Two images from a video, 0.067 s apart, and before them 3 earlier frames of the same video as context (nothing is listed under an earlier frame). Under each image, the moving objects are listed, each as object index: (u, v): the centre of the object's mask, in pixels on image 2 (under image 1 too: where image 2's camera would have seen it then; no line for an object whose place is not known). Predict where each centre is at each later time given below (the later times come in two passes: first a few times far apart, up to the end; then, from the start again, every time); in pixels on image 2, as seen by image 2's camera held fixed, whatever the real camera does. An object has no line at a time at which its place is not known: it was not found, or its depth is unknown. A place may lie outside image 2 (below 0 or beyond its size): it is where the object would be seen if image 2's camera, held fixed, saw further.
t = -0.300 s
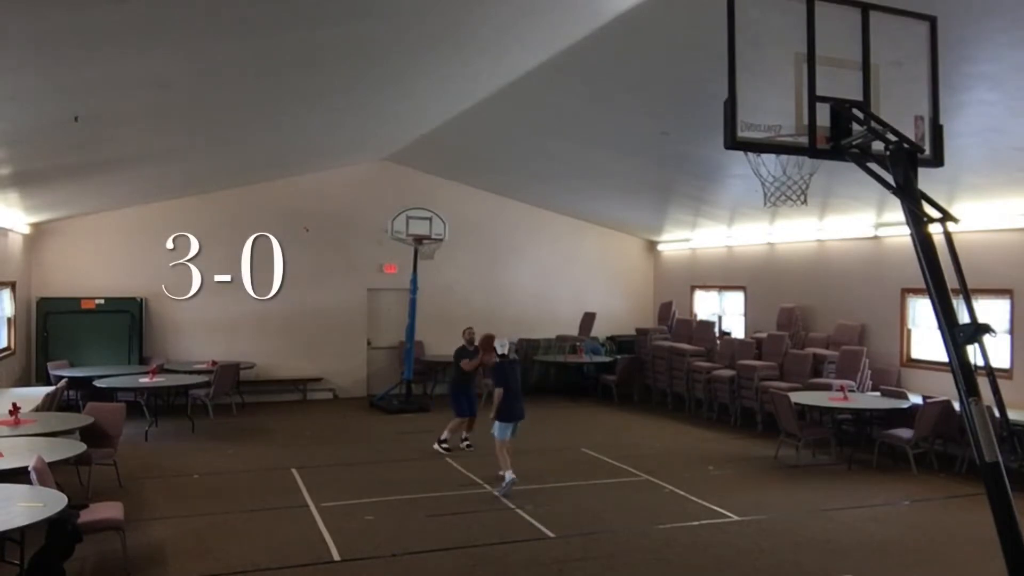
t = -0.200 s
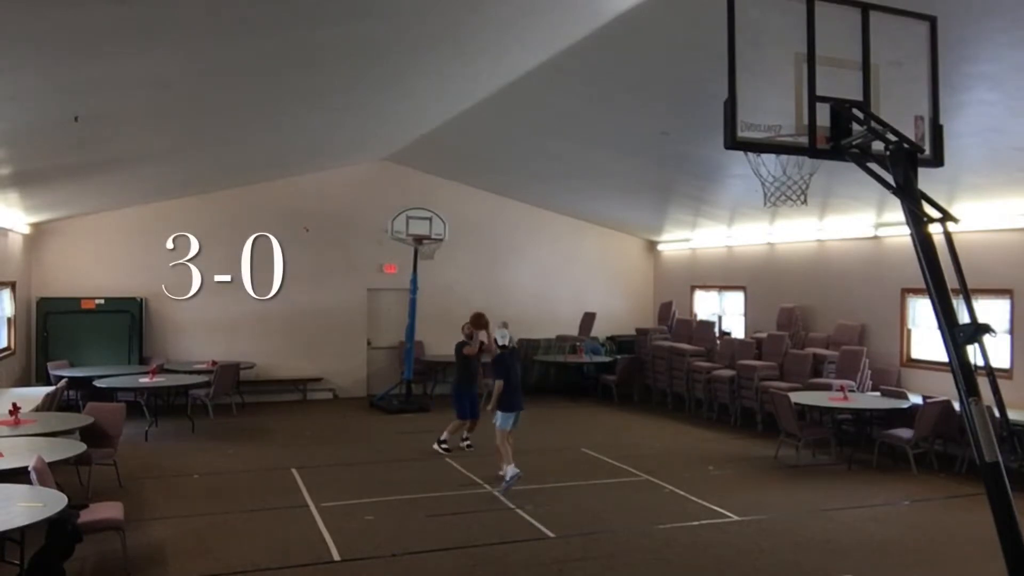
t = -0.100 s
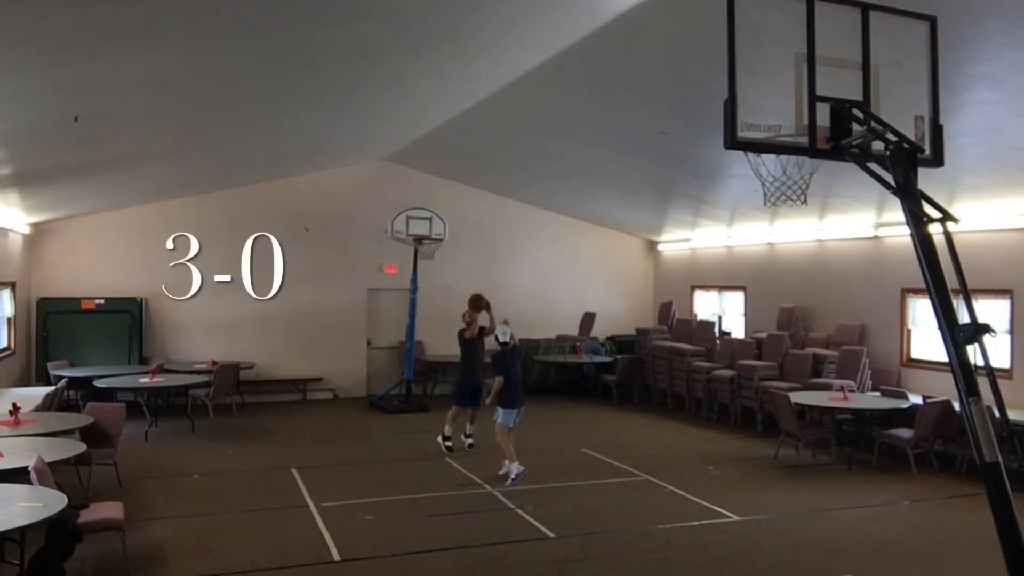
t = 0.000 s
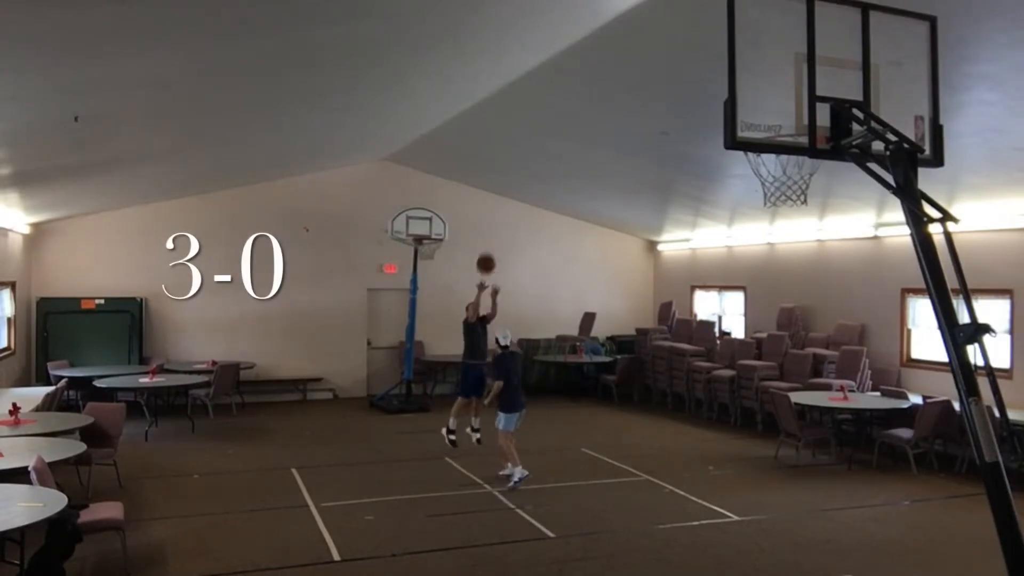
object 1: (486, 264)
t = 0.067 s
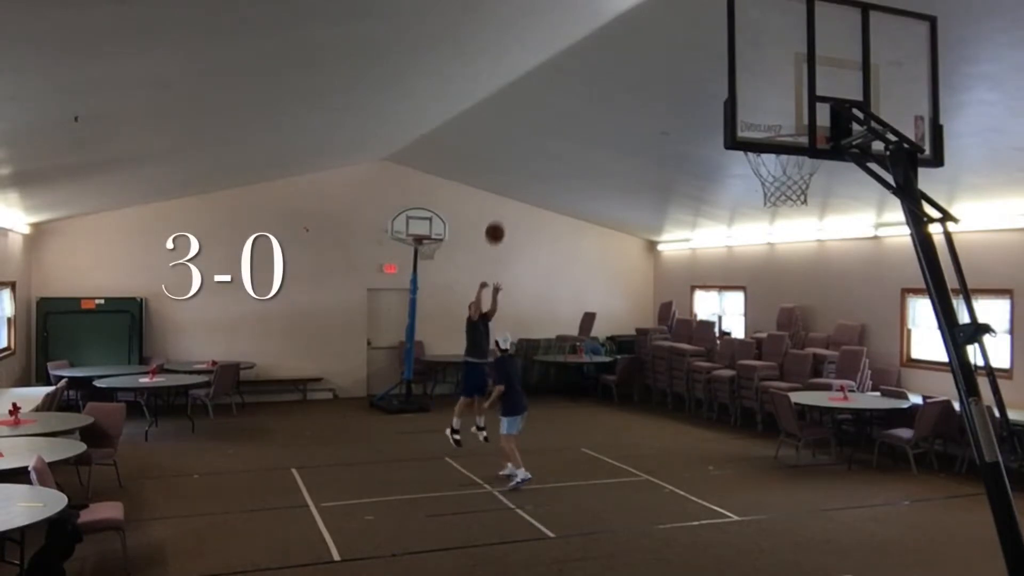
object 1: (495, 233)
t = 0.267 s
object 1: (524, 151)
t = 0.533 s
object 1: (575, 75)
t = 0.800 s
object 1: (645, 60)
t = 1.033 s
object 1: (720, 135)
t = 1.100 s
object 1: (736, 173)
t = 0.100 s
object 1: (499, 218)
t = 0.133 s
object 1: (504, 204)
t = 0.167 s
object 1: (509, 190)
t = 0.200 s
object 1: (514, 176)
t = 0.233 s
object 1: (519, 163)
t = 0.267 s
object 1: (524, 151)
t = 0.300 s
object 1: (530, 139)
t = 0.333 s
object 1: (535, 127)
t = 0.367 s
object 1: (541, 117)
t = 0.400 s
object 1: (548, 107)
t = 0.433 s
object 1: (554, 97)
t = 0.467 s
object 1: (560, 89)
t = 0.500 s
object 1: (567, 82)
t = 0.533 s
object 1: (575, 75)
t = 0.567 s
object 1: (582, 69)
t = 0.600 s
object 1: (590, 64)
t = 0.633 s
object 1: (598, 60)
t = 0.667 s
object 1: (607, 57)
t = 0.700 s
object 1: (615, 56)
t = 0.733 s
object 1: (625, 56)
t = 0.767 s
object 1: (634, 57)
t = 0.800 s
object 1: (645, 60)
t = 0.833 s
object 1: (655, 64)
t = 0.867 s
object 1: (666, 70)
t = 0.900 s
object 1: (678, 78)
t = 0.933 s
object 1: (690, 88)
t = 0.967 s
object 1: (703, 100)
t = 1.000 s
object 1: (713, 114)
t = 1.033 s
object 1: (720, 135)
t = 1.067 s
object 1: (745, 160)
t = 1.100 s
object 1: (736, 173)
